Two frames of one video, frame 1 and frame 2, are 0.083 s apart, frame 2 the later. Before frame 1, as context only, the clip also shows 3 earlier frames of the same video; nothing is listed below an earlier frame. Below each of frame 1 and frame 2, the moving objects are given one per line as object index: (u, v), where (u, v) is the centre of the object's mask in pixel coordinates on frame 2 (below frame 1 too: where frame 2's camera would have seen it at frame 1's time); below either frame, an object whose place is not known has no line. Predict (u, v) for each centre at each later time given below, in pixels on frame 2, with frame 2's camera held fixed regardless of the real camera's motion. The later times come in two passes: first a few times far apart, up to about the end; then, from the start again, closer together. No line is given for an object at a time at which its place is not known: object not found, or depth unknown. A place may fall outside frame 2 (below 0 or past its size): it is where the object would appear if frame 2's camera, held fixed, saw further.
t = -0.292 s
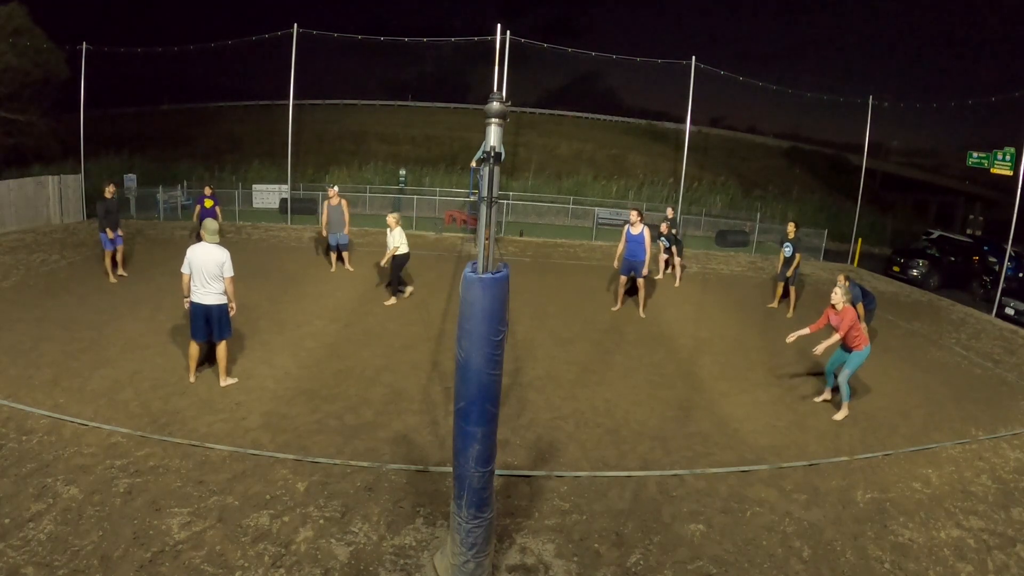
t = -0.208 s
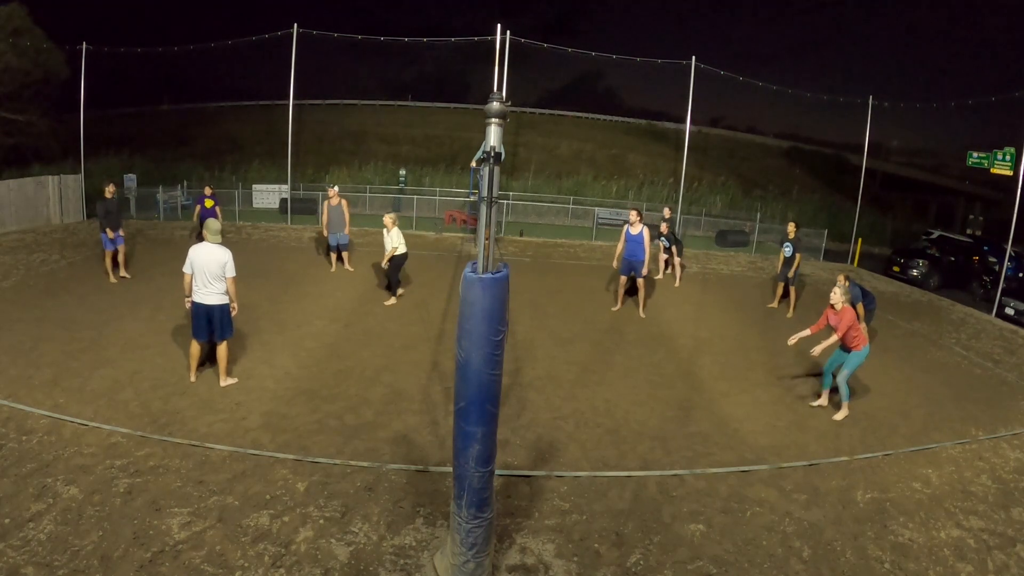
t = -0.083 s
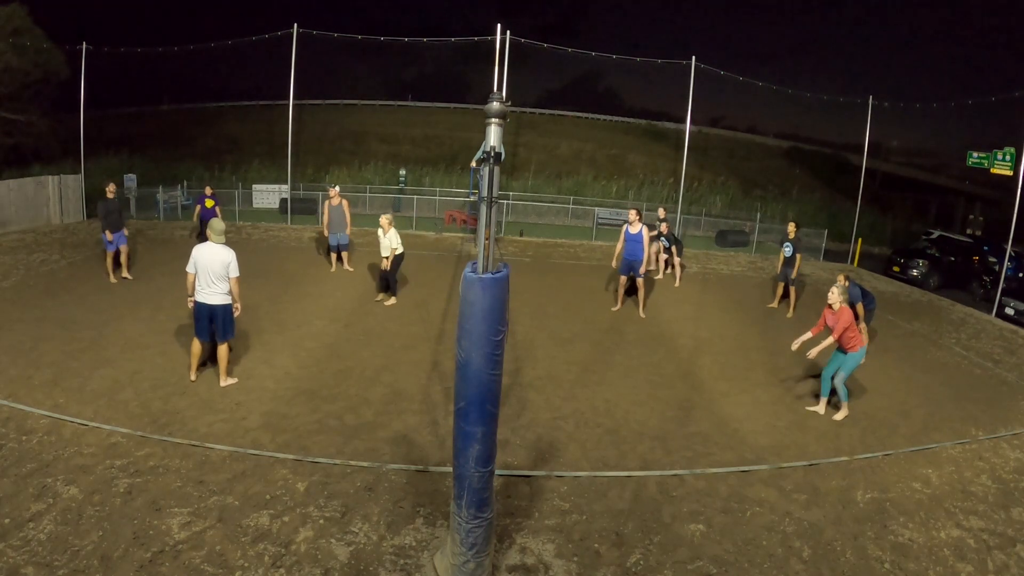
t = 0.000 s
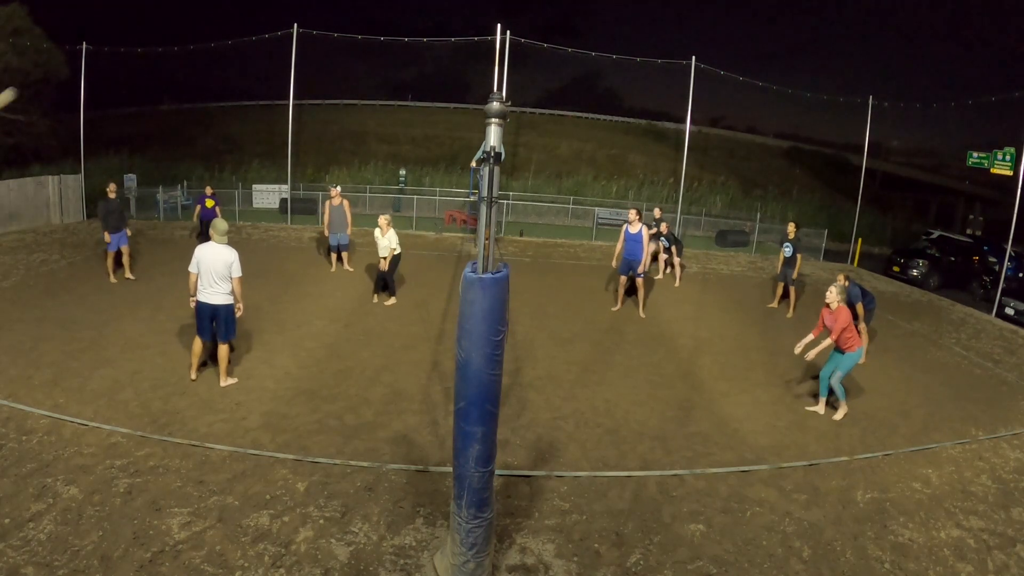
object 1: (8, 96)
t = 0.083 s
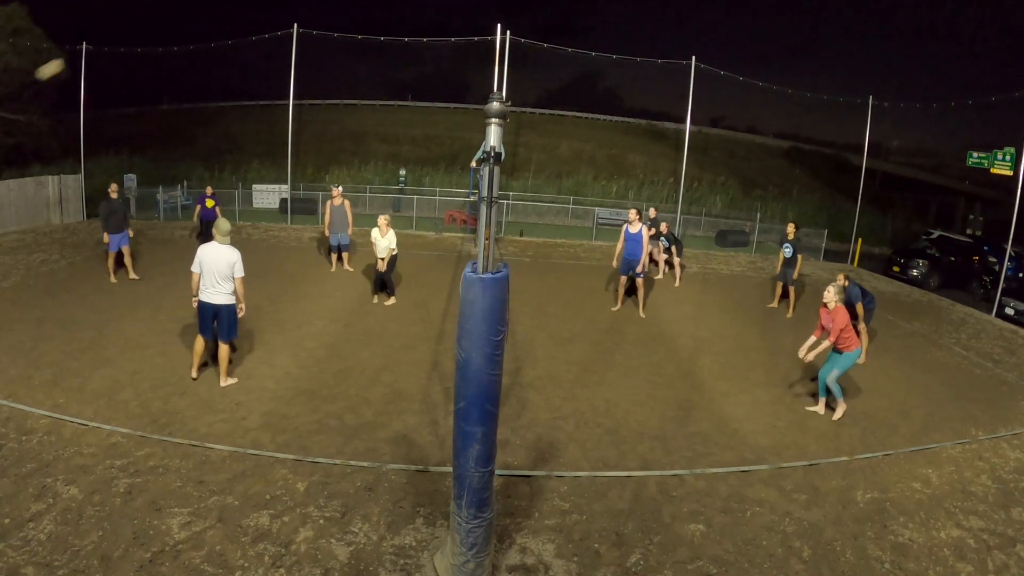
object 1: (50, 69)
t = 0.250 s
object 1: (158, 24)
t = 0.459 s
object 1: (317, 6)
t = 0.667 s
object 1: (483, 31)
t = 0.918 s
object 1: (663, 119)
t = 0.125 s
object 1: (75, 56)
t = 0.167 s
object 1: (102, 43)
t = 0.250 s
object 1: (158, 24)
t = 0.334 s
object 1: (219, 11)
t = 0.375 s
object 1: (250, 7)
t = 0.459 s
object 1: (317, 6)
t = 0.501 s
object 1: (352, 7)
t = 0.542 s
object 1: (385, 10)
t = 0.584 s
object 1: (419, 15)
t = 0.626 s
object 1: (453, 23)
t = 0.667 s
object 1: (483, 31)
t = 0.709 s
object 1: (519, 43)
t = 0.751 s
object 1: (550, 55)
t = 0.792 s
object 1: (581, 70)
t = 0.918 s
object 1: (663, 119)
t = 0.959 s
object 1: (687, 138)
